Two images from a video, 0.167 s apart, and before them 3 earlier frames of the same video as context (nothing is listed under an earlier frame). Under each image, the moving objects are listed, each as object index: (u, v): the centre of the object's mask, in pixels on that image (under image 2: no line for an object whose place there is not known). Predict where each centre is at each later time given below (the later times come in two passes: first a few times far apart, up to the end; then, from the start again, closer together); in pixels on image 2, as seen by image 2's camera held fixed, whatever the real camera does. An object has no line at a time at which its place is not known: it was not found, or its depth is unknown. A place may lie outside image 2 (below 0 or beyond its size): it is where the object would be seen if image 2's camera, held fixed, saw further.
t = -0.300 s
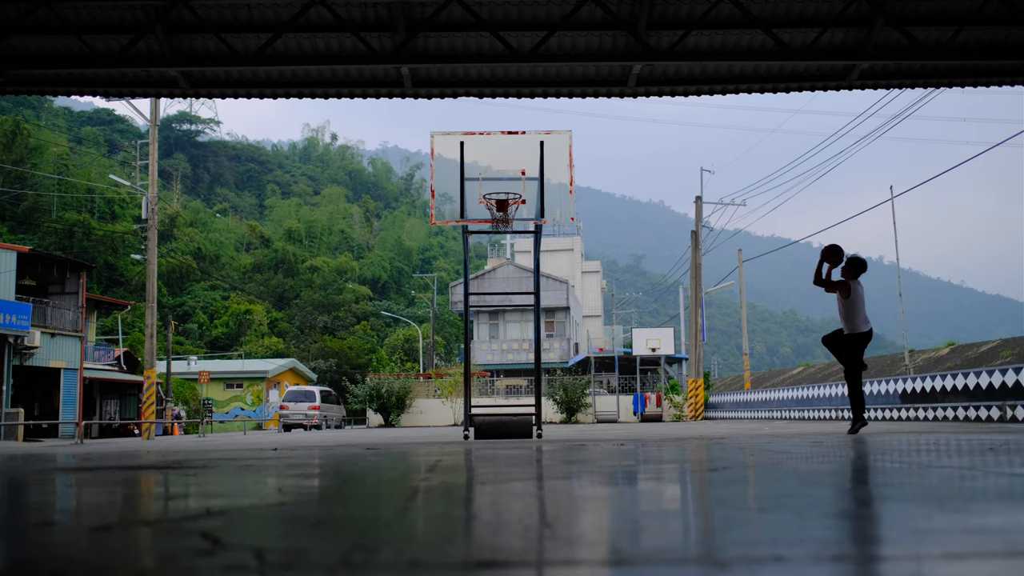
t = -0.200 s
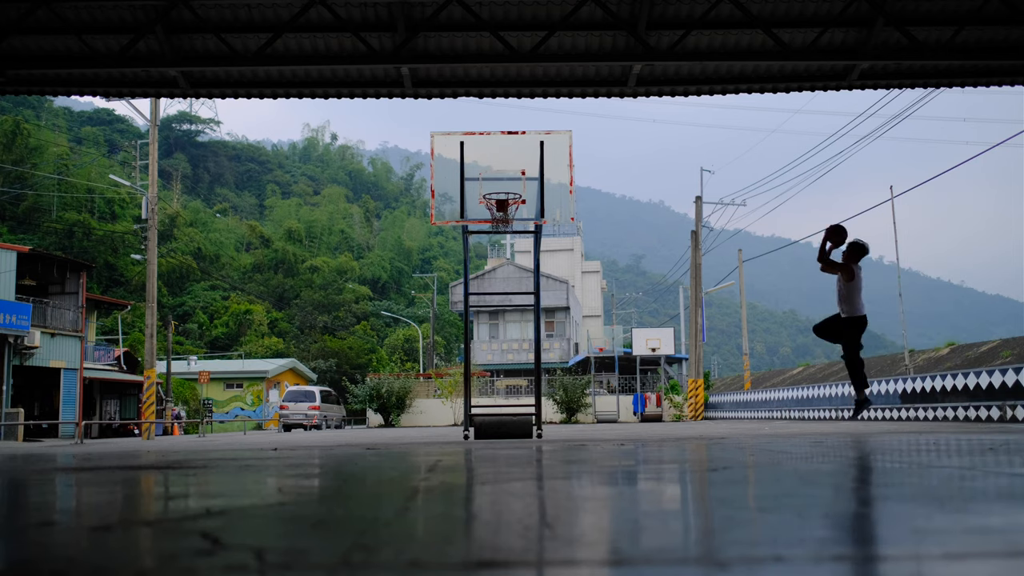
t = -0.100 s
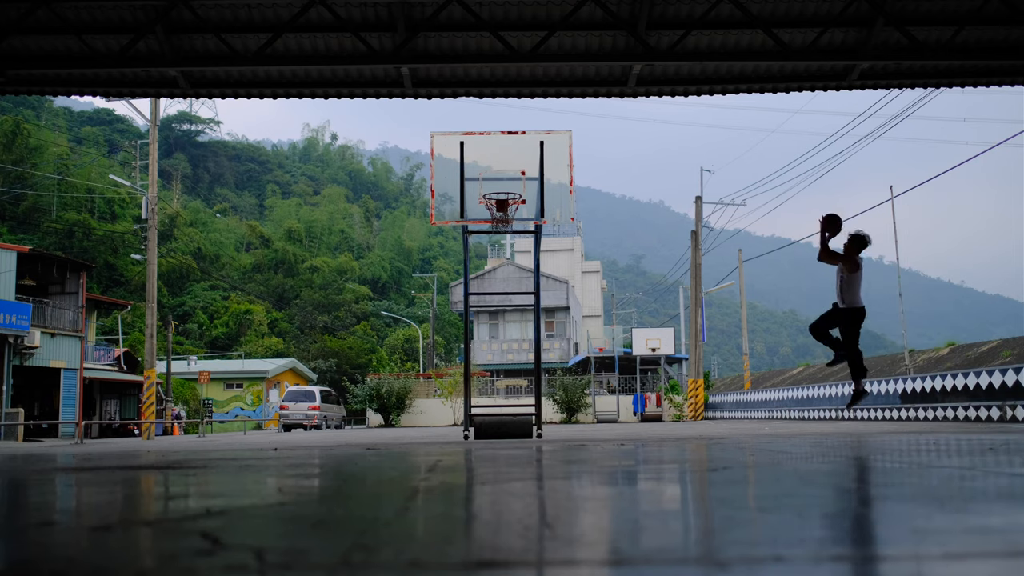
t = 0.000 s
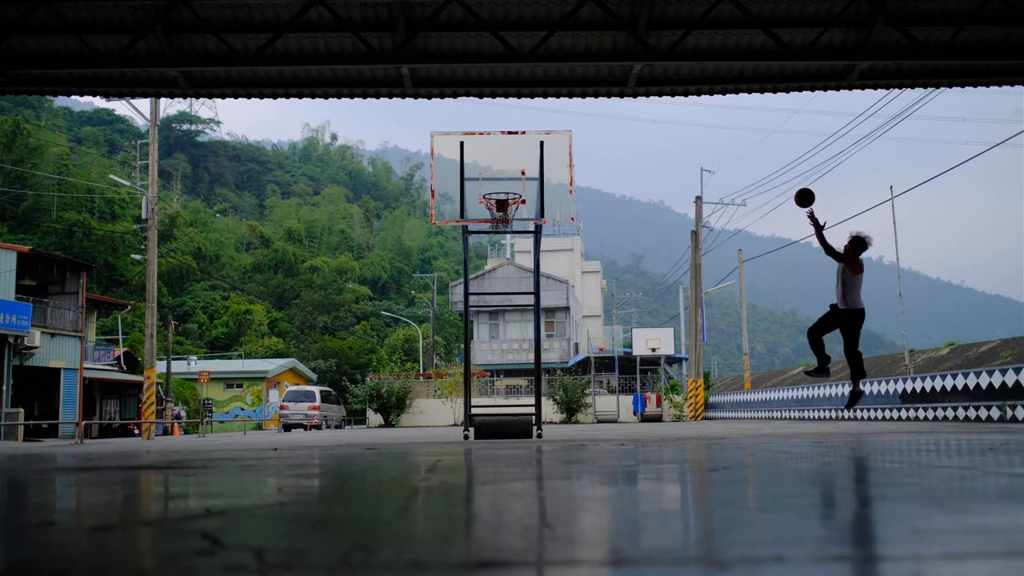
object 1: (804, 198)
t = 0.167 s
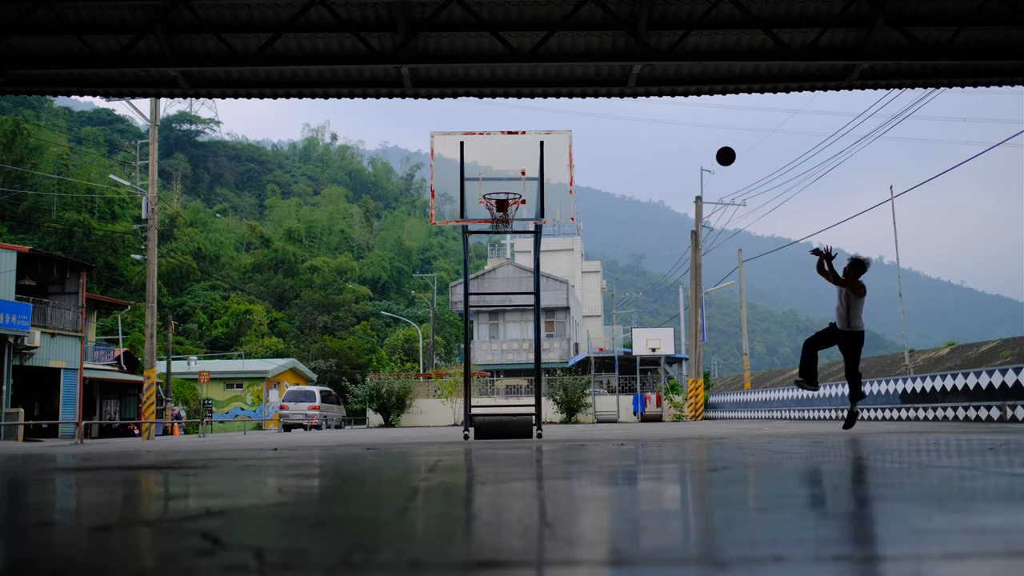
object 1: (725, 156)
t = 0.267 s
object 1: (681, 143)
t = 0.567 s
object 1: (558, 150)
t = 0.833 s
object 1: (500, 190)
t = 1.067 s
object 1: (503, 212)
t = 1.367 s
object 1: (506, 250)
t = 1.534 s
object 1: (507, 301)
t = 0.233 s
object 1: (696, 146)
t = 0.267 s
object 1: (681, 143)
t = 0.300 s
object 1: (666, 140)
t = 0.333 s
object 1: (652, 139)
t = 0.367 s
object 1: (638, 138)
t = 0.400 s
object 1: (624, 138)
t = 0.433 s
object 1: (611, 138)
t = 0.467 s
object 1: (597, 140)
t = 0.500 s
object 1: (584, 142)
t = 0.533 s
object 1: (571, 145)
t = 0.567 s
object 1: (558, 150)
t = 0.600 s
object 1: (550, 152)
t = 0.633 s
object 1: (543, 155)
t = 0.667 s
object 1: (536, 159)
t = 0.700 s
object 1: (529, 163)
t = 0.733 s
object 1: (522, 169)
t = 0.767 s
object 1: (515, 175)
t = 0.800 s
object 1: (507, 182)
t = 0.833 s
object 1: (500, 190)
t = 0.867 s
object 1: (500, 194)
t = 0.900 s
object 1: (501, 199)
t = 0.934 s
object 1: (502, 204)
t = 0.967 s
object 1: (503, 210)
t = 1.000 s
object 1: (503, 211)
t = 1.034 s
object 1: (503, 212)
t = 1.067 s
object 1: (503, 212)
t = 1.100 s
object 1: (503, 213)
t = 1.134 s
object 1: (503, 213)
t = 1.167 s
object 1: (503, 215)
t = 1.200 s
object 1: (505, 221)
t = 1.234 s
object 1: (505, 225)
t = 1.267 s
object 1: (505, 230)
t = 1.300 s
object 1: (505, 236)
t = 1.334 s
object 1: (506, 243)
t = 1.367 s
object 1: (506, 250)
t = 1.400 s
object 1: (506, 259)
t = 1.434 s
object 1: (506, 268)
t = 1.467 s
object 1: (506, 278)
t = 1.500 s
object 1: (506, 289)
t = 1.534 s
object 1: (507, 301)
